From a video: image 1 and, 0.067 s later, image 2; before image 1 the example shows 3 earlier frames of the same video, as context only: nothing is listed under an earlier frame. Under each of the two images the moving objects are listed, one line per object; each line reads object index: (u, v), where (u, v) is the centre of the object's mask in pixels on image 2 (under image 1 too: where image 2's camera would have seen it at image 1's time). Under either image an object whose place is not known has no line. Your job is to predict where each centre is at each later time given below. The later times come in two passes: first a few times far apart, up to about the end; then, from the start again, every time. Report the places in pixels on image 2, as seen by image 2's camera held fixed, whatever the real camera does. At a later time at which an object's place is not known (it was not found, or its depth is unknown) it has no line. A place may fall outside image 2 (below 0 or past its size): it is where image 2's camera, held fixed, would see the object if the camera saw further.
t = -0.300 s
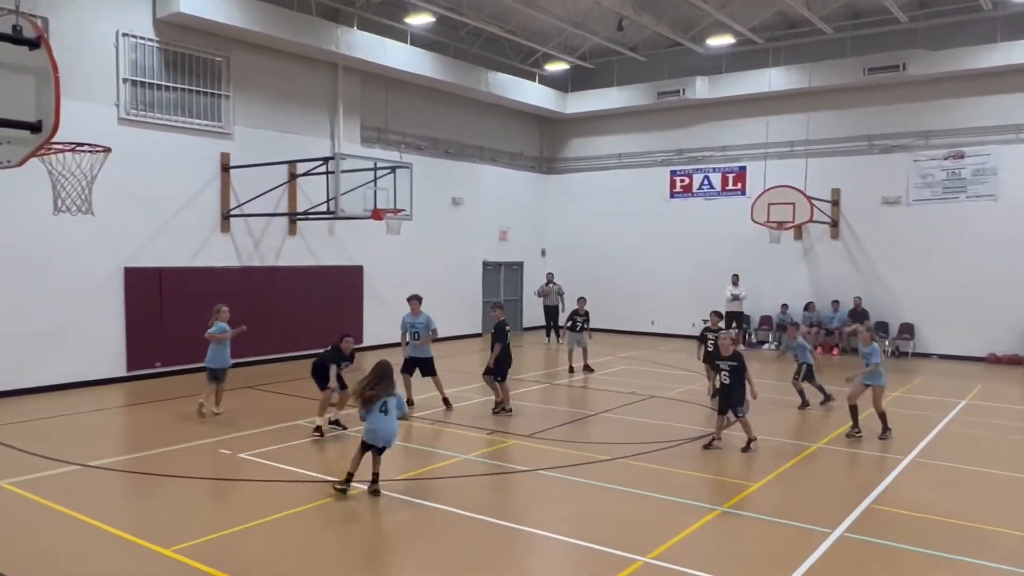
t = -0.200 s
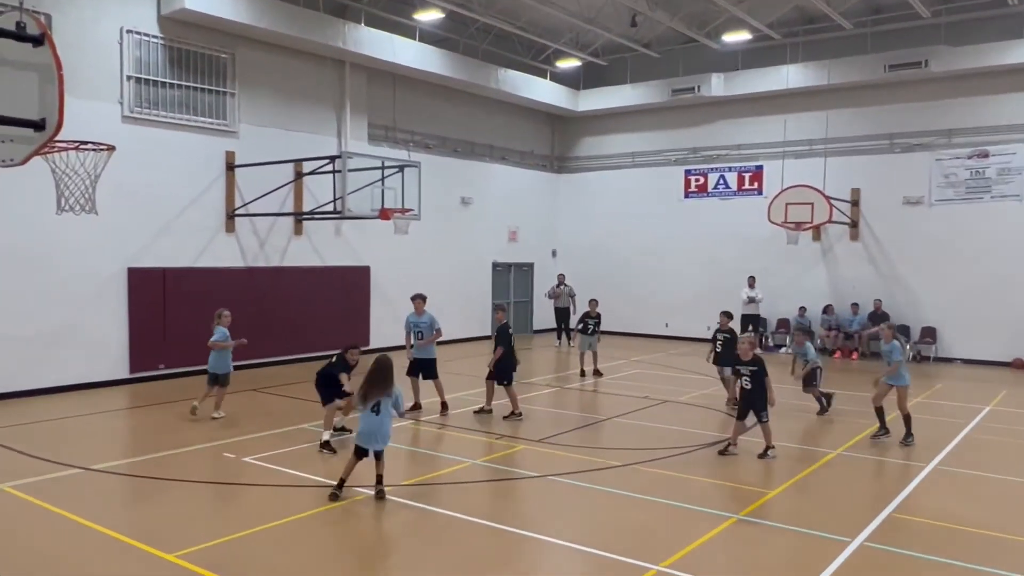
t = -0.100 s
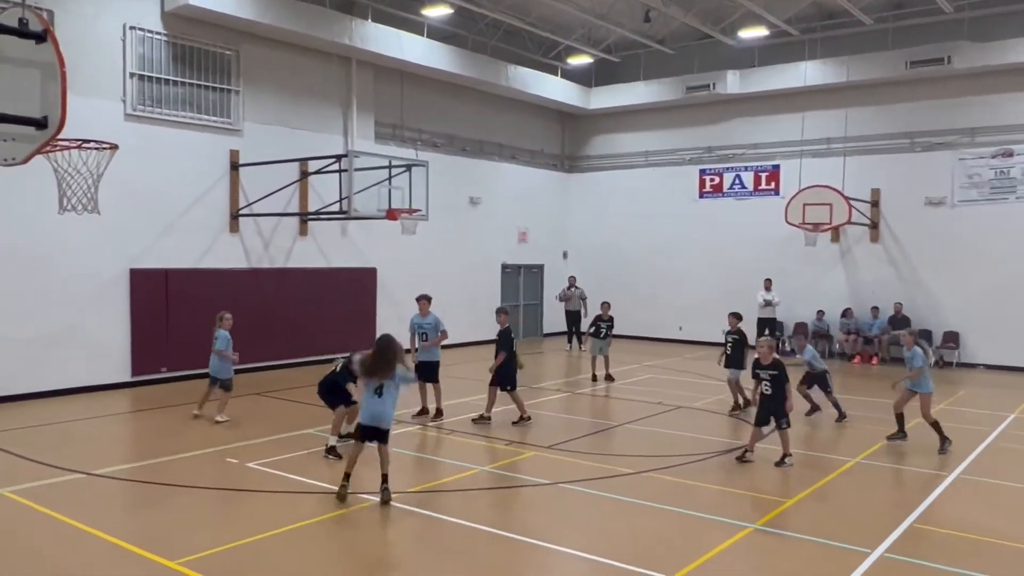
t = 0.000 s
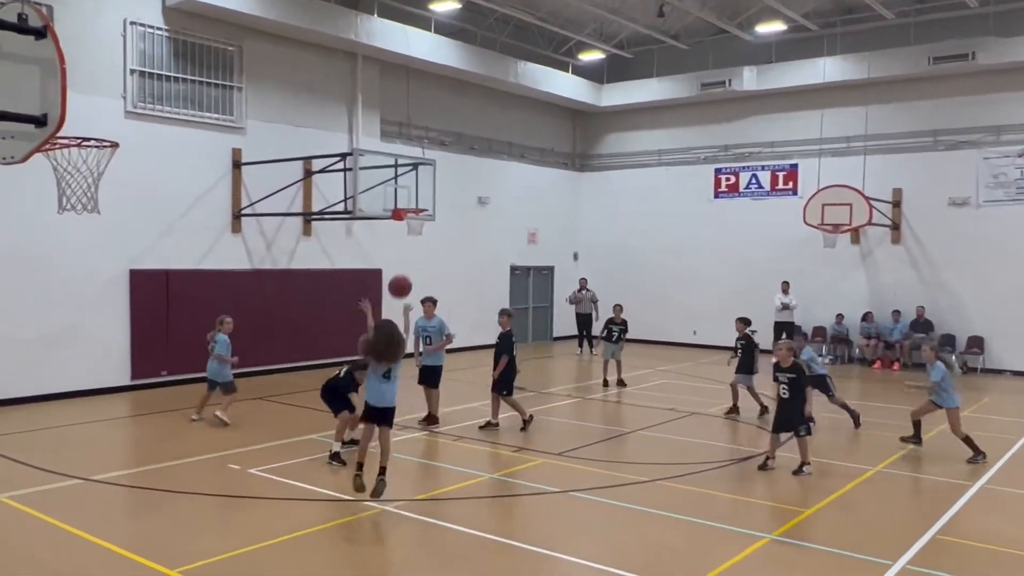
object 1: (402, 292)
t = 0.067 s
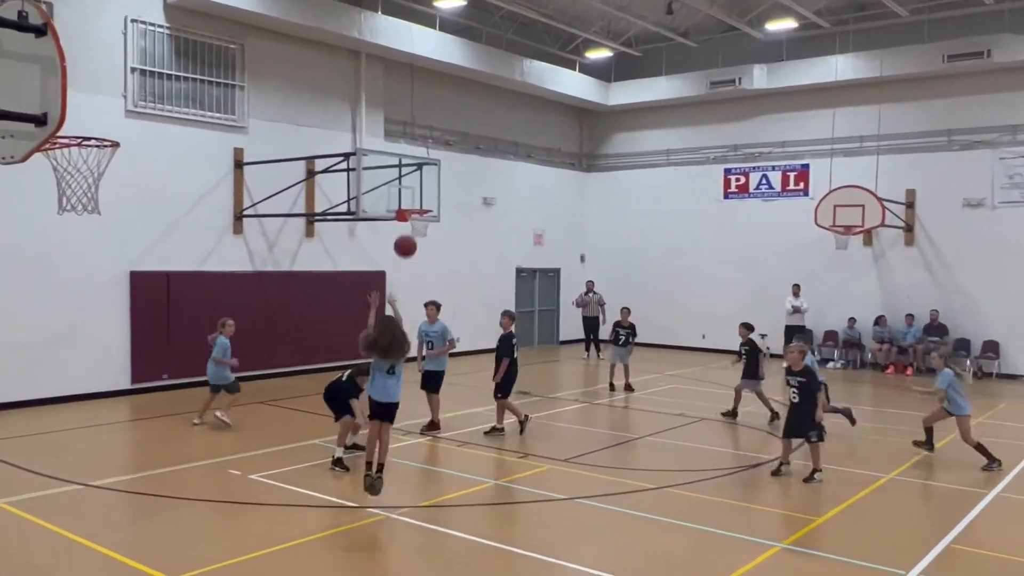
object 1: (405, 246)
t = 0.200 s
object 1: (408, 183)
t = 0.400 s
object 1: (410, 130)
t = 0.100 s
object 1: (406, 228)
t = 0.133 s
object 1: (406, 211)
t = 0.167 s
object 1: (407, 196)
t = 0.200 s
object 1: (408, 183)
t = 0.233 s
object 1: (408, 171)
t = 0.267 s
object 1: (409, 160)
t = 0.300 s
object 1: (409, 151)
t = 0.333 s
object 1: (410, 143)
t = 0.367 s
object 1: (410, 136)
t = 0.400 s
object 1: (410, 130)
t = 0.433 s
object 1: (411, 124)
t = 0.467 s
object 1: (411, 121)
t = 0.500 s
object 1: (411, 118)
